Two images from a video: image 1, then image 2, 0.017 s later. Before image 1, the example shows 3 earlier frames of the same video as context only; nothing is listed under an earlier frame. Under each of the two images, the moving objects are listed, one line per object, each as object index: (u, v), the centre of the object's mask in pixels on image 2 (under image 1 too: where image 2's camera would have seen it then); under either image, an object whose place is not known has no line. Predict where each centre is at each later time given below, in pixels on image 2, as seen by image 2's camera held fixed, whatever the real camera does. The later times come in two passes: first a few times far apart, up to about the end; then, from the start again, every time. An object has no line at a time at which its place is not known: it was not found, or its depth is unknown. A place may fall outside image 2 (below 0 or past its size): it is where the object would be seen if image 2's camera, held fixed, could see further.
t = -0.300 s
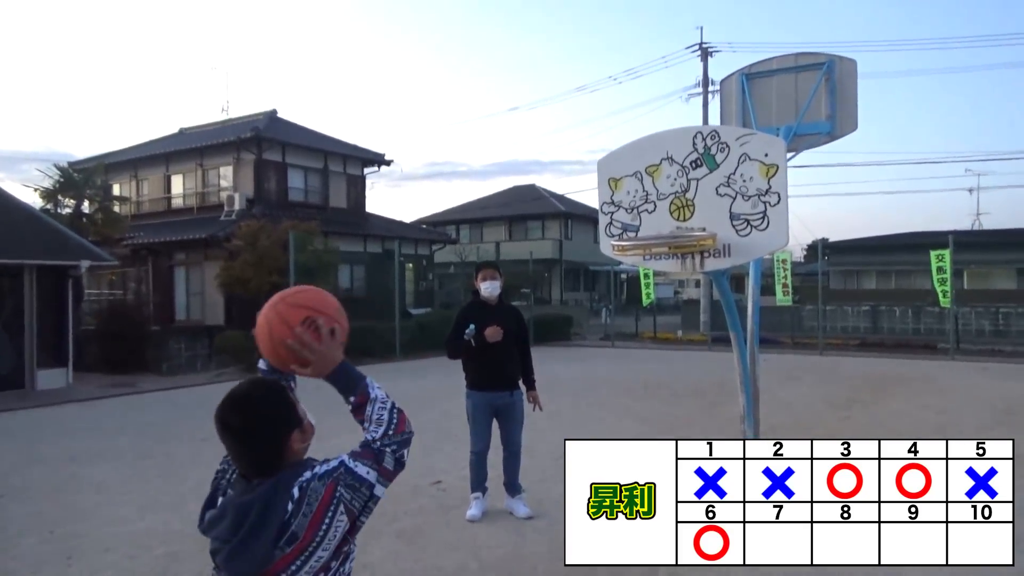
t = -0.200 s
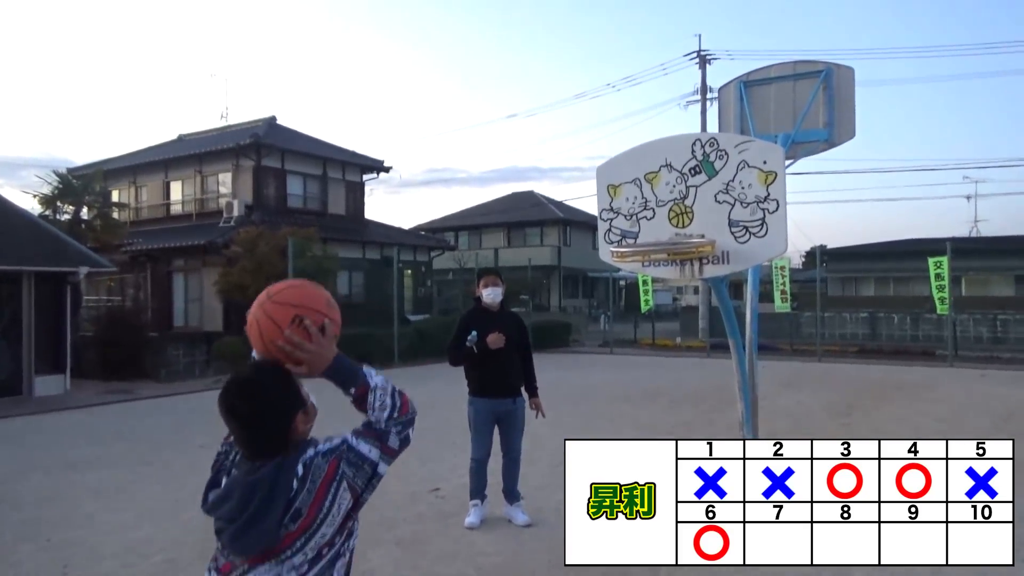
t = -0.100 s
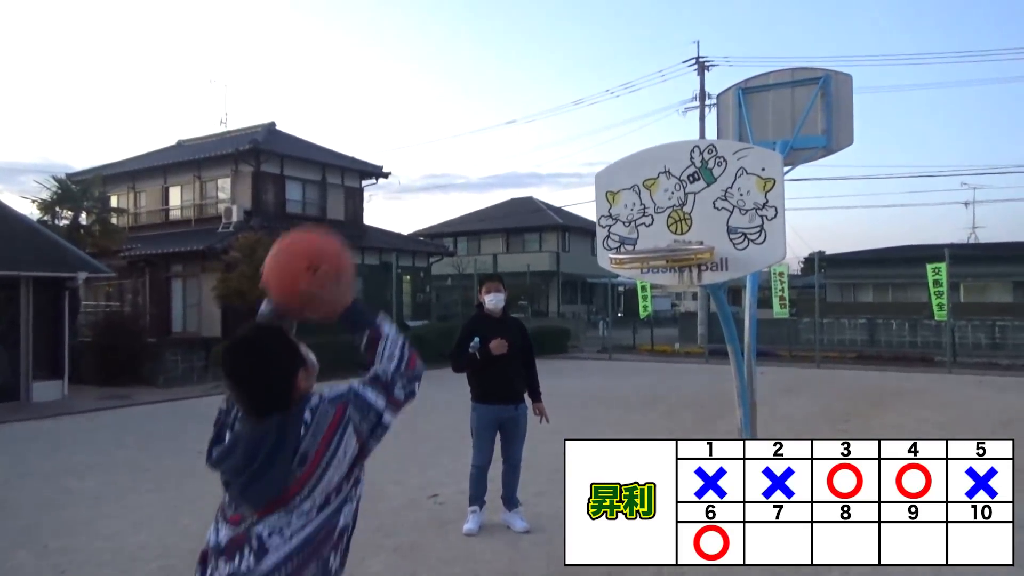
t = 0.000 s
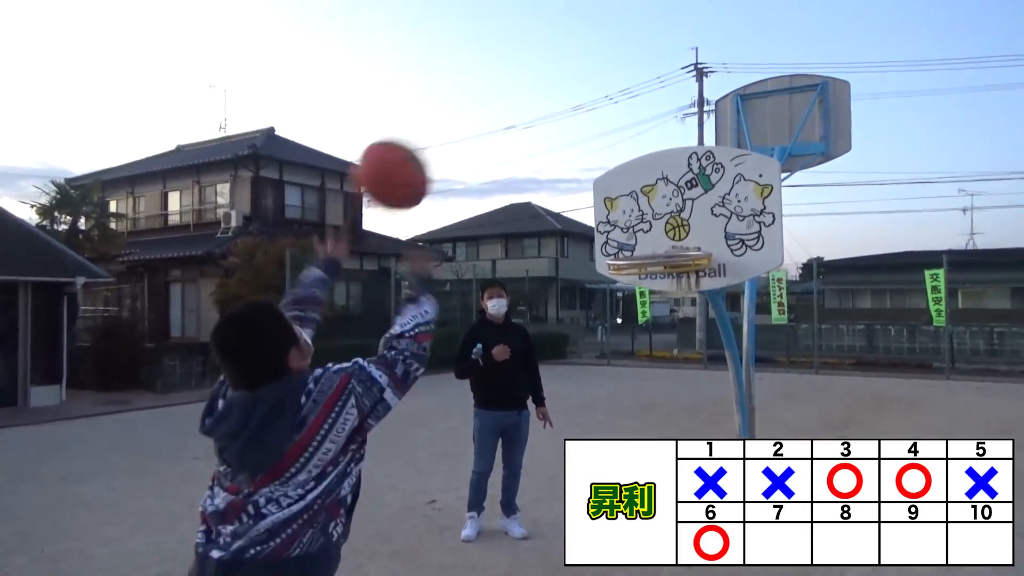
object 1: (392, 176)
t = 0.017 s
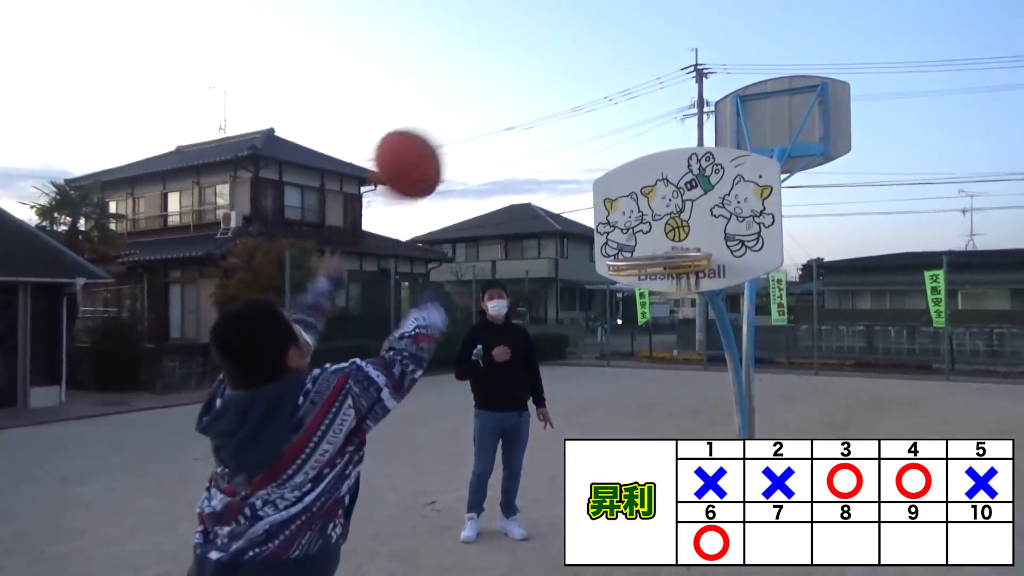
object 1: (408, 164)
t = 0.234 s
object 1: (545, 111)
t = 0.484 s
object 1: (630, 183)
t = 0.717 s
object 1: (661, 282)
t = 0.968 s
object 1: (616, 340)
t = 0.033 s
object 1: (422, 153)
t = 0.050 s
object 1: (436, 143)
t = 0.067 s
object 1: (449, 135)
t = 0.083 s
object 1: (461, 129)
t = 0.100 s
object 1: (472, 123)
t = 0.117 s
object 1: (483, 119)
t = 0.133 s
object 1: (493, 115)
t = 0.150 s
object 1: (503, 113)
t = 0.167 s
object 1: (512, 111)
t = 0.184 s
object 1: (521, 110)
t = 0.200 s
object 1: (530, 109)
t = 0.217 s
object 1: (538, 110)
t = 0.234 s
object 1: (545, 111)
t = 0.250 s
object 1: (553, 113)
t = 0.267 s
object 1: (560, 115)
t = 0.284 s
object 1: (567, 118)
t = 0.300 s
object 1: (573, 121)
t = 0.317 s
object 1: (579, 125)
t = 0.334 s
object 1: (585, 129)
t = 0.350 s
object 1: (591, 134)
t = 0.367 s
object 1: (596, 139)
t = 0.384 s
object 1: (602, 145)
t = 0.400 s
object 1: (607, 151)
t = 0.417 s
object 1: (612, 157)
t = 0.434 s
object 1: (617, 164)
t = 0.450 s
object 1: (621, 170)
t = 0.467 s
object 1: (626, 177)
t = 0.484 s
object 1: (630, 183)
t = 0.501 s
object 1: (635, 191)
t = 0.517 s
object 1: (639, 199)
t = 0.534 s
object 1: (642, 208)
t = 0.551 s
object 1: (647, 216)
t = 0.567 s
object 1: (650, 225)
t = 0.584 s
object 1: (654, 233)
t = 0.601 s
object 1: (658, 243)
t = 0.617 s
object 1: (660, 248)
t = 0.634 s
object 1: (661, 249)
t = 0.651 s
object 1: (661, 250)
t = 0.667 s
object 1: (661, 252)
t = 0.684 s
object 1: (661, 254)
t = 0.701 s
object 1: (662, 281)
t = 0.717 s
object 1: (661, 282)
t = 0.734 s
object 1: (659, 282)
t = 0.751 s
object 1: (656, 281)
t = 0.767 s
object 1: (655, 284)
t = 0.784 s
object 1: (654, 285)
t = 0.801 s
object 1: (652, 287)
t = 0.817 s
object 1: (649, 289)
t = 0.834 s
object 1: (648, 291)
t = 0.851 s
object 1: (646, 295)
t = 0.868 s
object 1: (642, 300)
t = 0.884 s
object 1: (635, 306)
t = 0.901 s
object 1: (632, 313)
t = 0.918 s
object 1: (628, 319)
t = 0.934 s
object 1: (624, 325)
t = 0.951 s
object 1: (620, 333)
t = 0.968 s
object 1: (616, 340)
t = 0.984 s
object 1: (611, 348)
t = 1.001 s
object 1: (607, 358)
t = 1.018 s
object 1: (602, 367)
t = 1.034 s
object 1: (598, 378)
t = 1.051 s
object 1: (592, 389)
